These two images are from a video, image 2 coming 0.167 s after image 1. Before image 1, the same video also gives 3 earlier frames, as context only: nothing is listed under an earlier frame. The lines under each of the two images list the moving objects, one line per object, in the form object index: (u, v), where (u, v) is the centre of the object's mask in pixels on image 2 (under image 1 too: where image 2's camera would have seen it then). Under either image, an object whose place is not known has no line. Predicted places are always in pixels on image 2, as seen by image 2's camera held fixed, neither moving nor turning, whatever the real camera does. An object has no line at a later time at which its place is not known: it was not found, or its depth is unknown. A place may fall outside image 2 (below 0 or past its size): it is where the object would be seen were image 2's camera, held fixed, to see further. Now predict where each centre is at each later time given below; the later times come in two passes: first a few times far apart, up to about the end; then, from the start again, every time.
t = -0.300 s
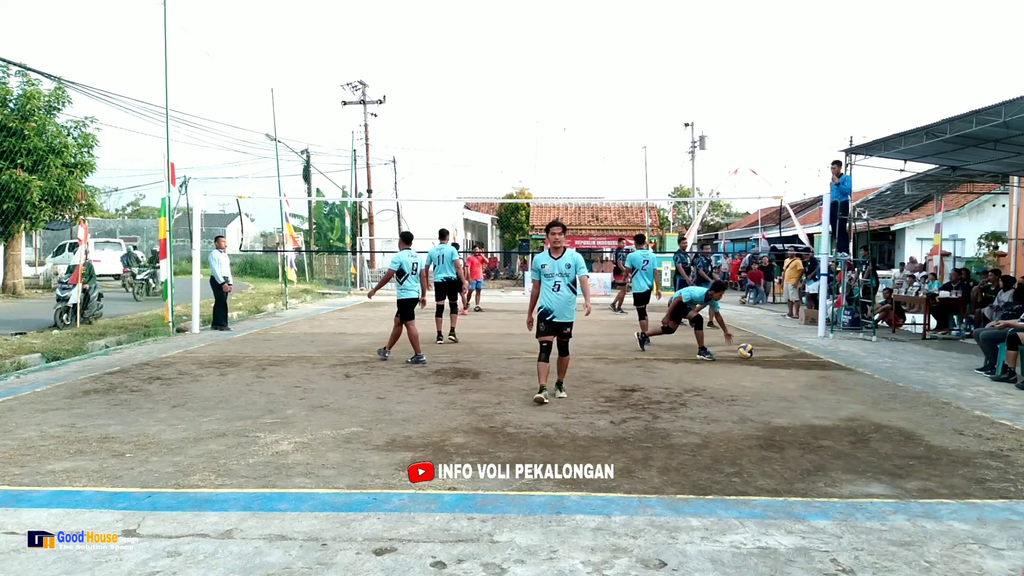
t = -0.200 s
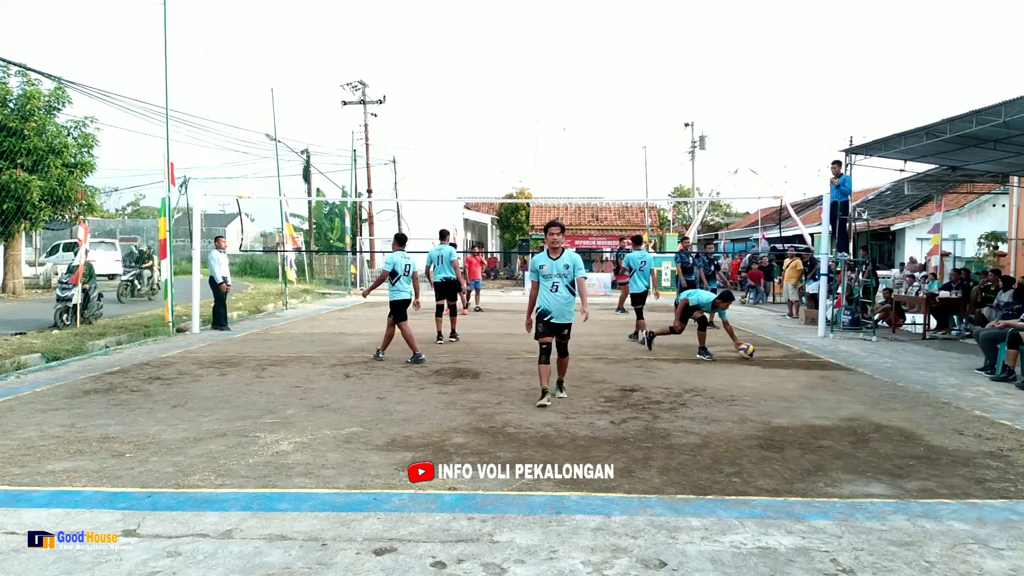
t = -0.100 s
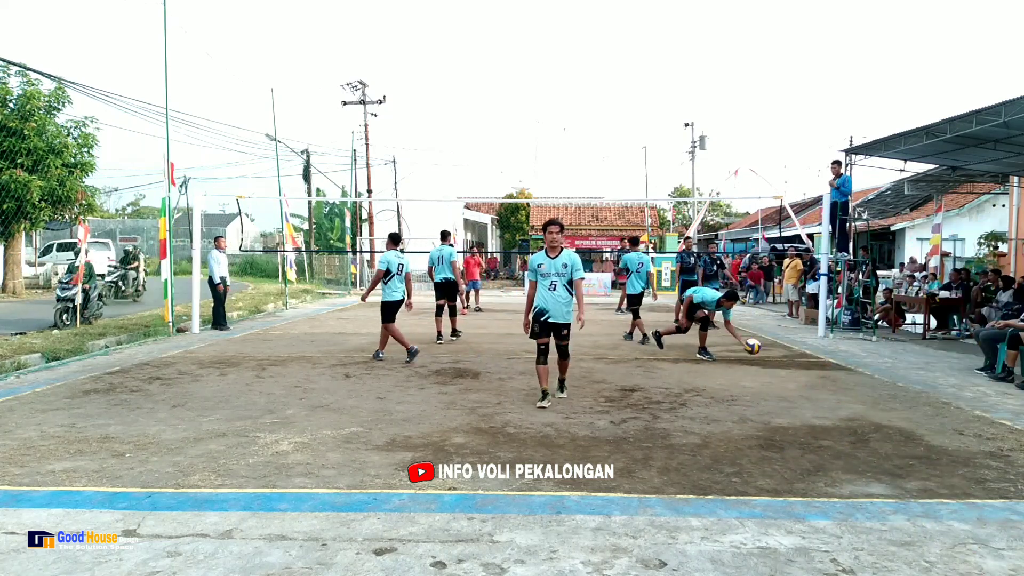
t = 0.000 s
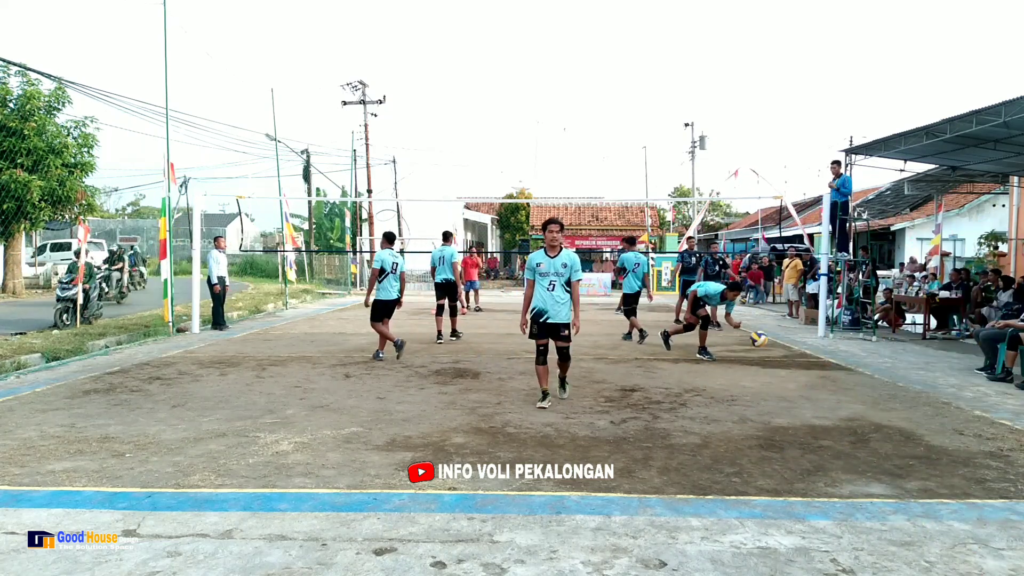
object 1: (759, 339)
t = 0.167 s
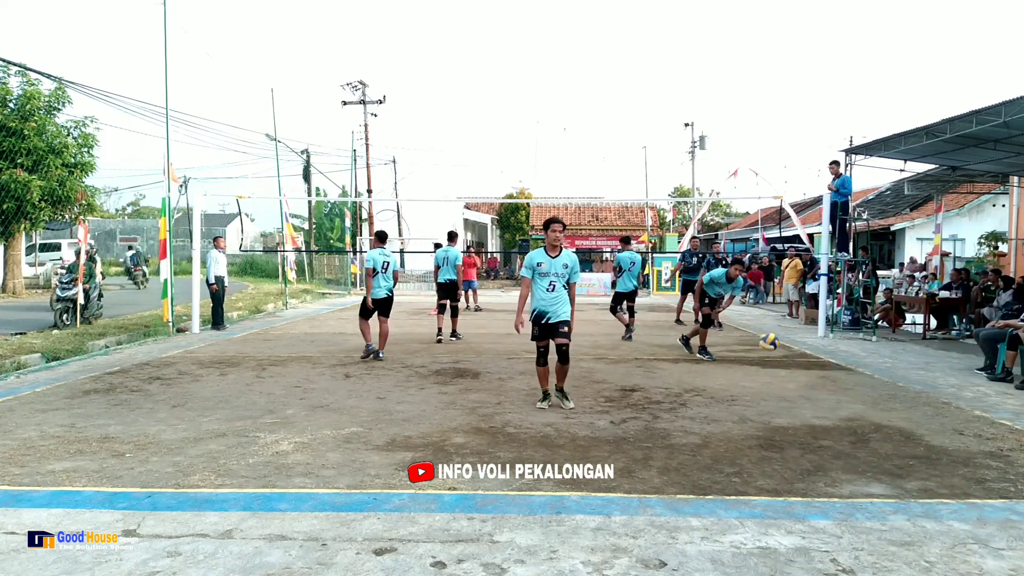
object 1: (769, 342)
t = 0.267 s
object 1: (776, 356)
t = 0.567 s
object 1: (796, 371)
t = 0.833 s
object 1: (814, 411)
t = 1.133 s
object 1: (842, 425)
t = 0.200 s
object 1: (771, 345)
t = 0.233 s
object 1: (774, 350)
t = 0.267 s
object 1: (776, 356)
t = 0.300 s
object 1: (779, 364)
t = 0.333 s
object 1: (781, 373)
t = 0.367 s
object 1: (783, 383)
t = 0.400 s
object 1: (786, 388)
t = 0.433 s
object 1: (788, 382)
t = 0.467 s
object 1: (790, 378)
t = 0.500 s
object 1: (792, 374)
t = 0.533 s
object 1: (794, 372)
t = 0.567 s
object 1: (796, 371)
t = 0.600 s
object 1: (798, 371)
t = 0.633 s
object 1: (800, 372)
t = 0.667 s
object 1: (802, 375)
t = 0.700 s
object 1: (804, 379)
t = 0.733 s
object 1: (807, 385)
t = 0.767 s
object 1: (809, 392)
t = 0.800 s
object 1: (812, 400)
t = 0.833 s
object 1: (814, 411)
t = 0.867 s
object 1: (816, 423)
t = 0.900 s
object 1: (819, 429)
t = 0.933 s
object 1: (822, 424)
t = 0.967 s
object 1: (825, 420)
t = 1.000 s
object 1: (828, 418)
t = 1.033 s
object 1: (831, 417)
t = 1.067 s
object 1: (835, 418)
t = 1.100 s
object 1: (838, 421)
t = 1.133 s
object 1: (842, 425)
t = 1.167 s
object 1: (845, 431)
